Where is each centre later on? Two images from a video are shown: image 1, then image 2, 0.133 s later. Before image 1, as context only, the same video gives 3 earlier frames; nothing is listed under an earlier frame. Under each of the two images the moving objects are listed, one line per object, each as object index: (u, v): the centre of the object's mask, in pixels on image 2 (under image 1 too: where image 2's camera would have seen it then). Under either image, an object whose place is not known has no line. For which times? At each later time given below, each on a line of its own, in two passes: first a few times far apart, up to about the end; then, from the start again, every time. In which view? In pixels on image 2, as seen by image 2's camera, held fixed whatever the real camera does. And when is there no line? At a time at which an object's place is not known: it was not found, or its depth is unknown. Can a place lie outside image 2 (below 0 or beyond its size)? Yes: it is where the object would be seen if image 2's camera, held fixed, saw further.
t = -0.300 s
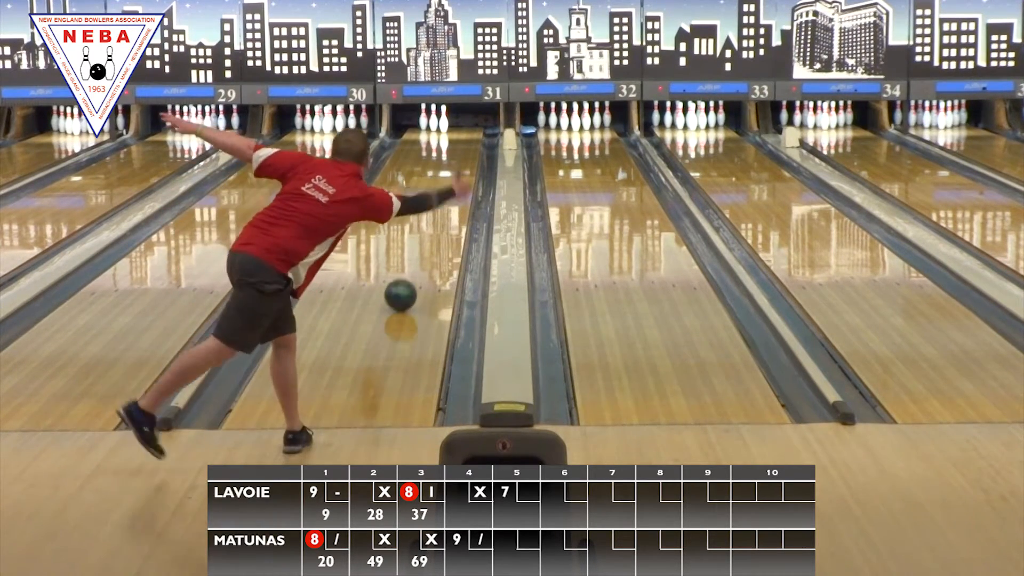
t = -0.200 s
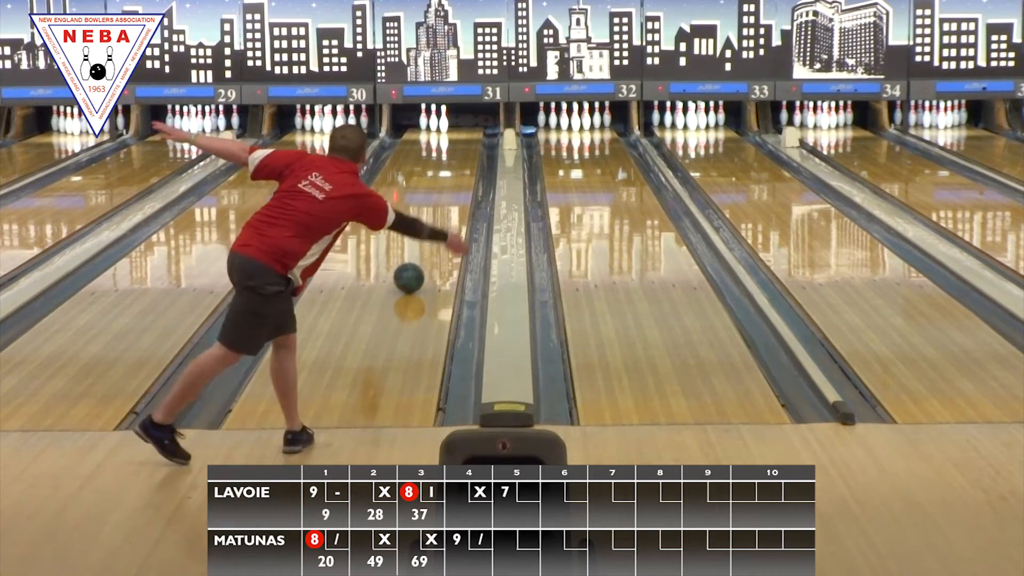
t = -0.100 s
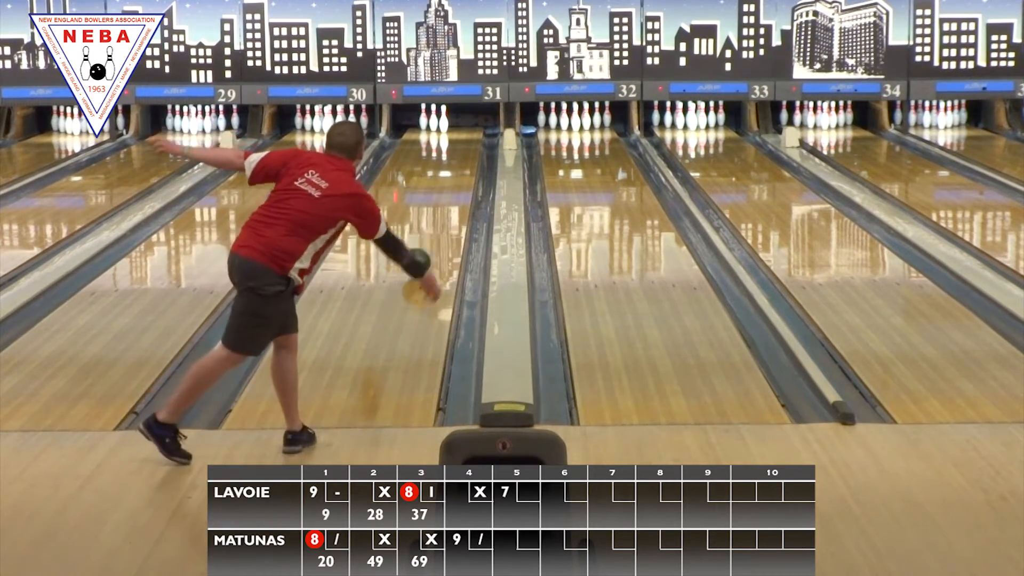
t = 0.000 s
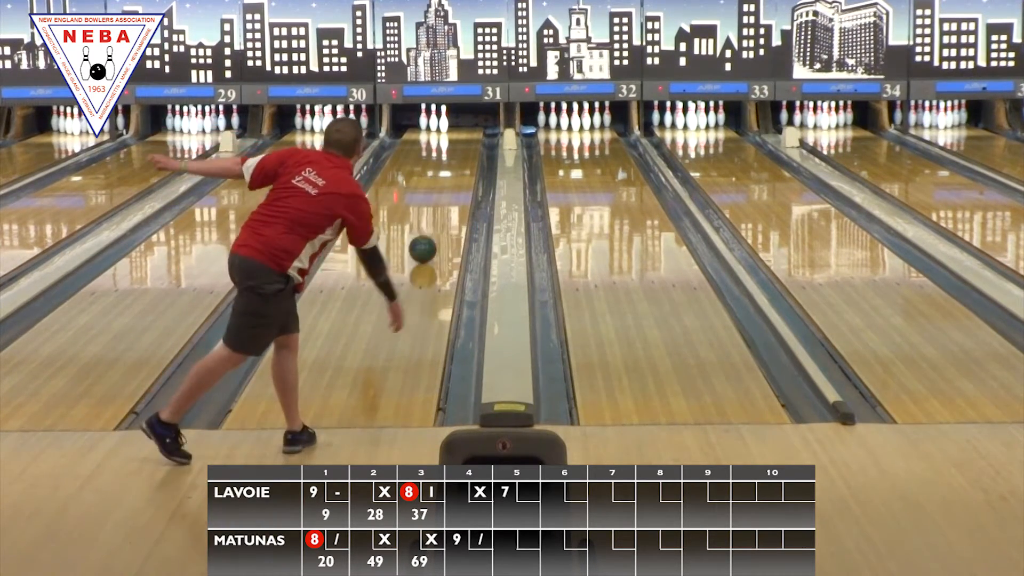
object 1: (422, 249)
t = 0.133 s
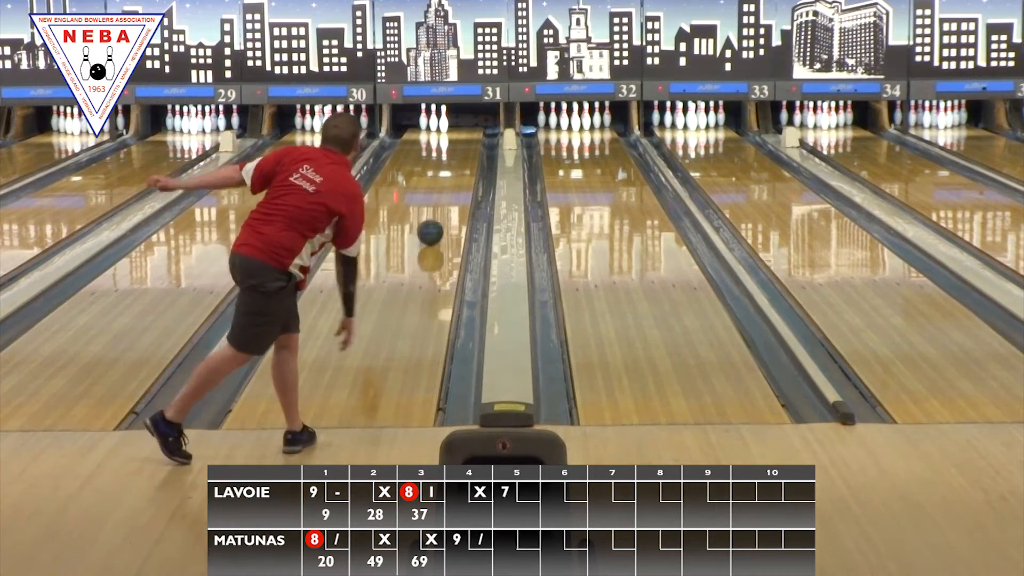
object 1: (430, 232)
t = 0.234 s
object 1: (435, 221)
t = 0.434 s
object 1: (443, 201)
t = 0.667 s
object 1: (451, 182)
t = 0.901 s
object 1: (457, 167)
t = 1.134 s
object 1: (460, 153)
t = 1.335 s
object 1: (461, 142)
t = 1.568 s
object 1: (457, 134)
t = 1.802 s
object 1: (450, 125)
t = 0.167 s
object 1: (432, 228)
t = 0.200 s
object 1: (433, 225)
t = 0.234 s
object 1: (435, 221)
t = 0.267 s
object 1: (436, 217)
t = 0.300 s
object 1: (438, 214)
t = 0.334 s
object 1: (439, 211)
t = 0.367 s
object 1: (441, 208)
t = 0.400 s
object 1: (442, 205)
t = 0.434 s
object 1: (443, 201)
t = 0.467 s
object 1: (444, 198)
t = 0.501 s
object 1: (446, 196)
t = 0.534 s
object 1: (447, 193)
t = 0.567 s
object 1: (448, 190)
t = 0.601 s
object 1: (449, 188)
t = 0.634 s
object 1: (450, 185)
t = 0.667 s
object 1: (451, 182)
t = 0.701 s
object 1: (452, 180)
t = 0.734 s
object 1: (453, 178)
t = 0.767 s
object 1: (454, 175)
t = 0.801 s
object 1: (454, 173)
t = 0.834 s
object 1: (455, 171)
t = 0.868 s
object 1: (456, 169)
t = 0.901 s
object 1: (457, 167)
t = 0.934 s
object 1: (458, 164)
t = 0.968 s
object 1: (458, 162)
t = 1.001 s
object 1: (458, 161)
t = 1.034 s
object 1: (459, 159)
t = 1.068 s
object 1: (459, 156)
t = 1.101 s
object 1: (460, 155)
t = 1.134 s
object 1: (460, 153)
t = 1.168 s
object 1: (461, 152)
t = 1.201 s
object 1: (461, 150)
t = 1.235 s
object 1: (461, 147)
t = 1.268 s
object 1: (461, 146)
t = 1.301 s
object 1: (461, 144)
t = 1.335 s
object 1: (461, 142)
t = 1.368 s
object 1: (461, 141)
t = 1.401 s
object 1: (460, 139)
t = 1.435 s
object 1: (460, 139)
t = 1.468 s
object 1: (459, 137)
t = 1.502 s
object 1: (459, 135)
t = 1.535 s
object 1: (458, 134)
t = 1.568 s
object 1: (457, 134)
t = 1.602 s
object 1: (456, 133)
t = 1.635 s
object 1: (455, 130)
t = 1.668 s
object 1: (454, 129)
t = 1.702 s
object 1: (453, 128)
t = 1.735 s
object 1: (452, 127)
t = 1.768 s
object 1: (451, 126)
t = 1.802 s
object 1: (450, 125)
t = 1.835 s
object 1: (451, 124)
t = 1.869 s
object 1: (452, 123)
